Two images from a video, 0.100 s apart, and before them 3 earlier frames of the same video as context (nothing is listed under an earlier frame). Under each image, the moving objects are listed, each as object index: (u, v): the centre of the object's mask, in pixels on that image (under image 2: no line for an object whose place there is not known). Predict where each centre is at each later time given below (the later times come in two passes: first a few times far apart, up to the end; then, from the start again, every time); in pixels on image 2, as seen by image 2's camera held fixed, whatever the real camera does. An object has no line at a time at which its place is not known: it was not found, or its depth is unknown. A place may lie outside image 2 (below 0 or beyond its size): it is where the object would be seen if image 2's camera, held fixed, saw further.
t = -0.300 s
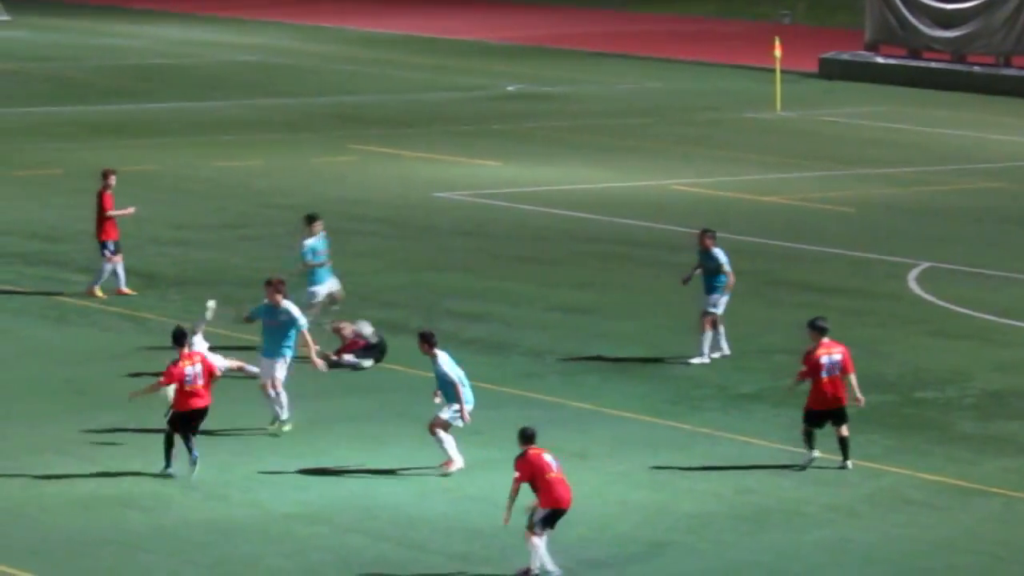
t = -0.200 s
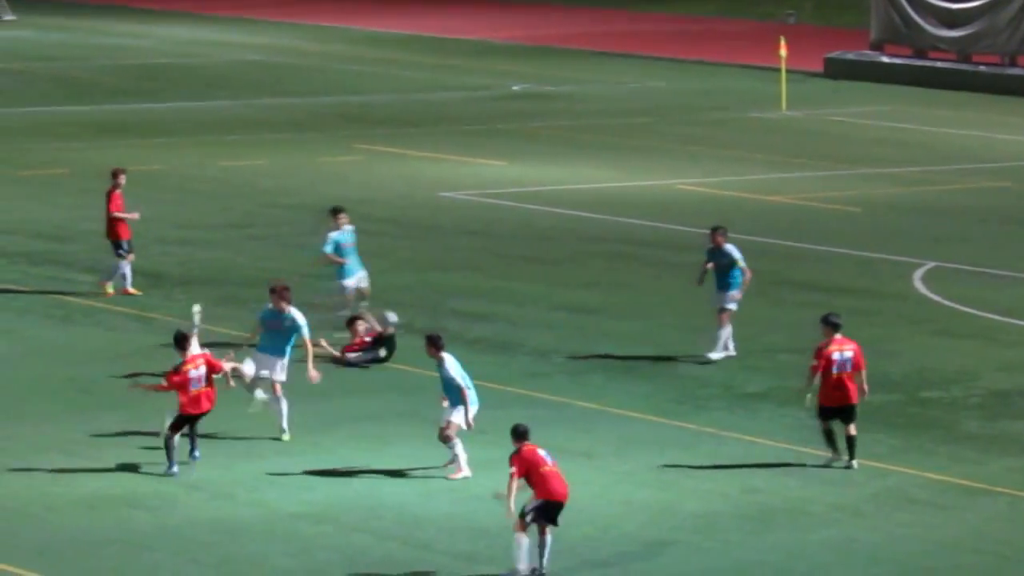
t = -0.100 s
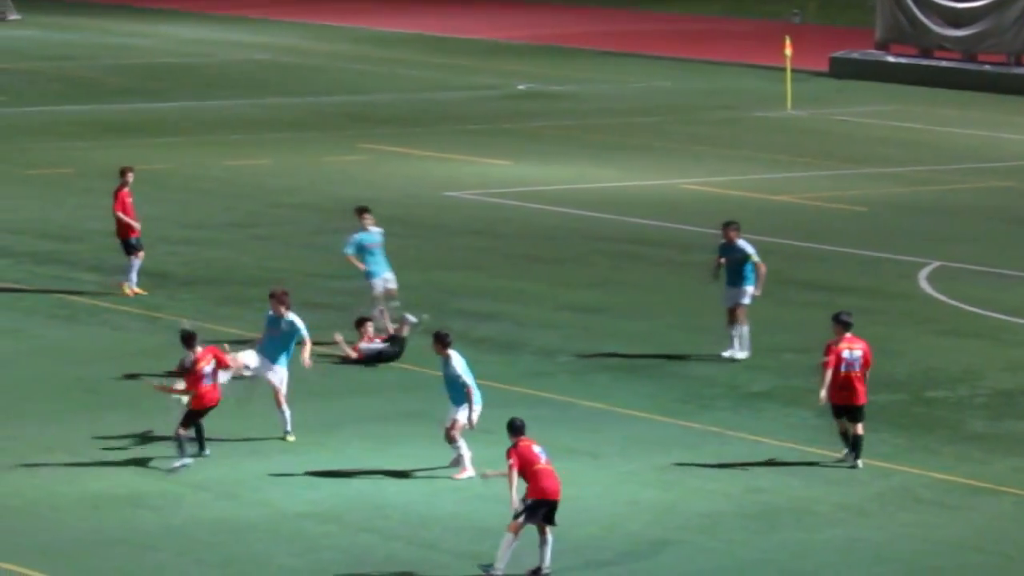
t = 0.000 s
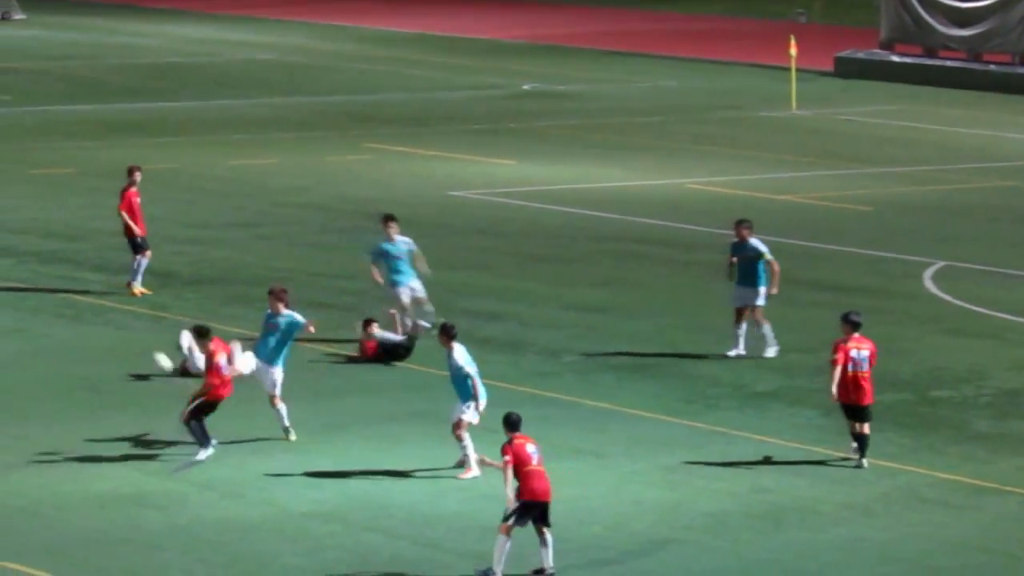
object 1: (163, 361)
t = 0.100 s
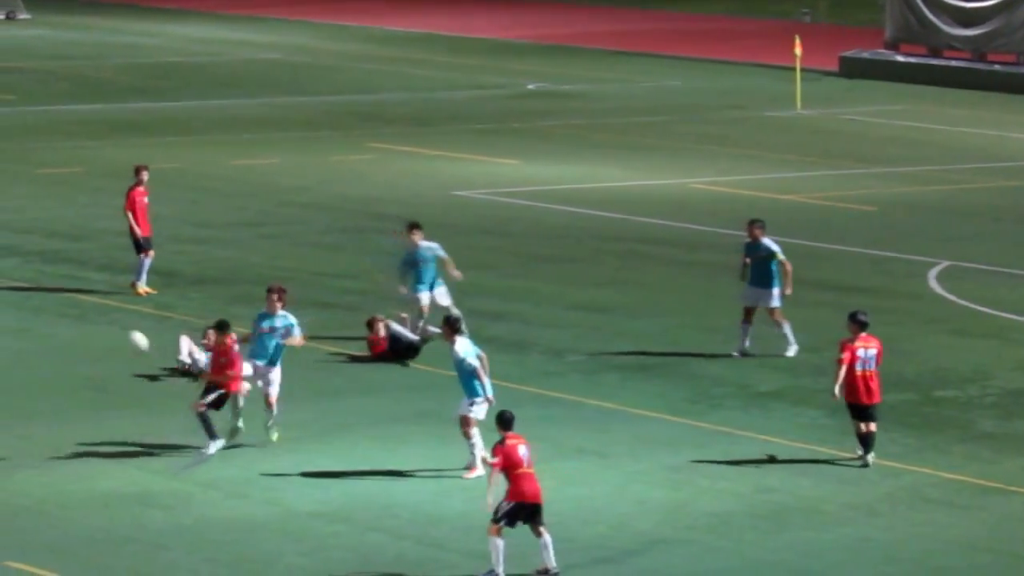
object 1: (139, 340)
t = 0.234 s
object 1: (99, 326)
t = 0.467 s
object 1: (31, 341)
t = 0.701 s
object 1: (-43, 411)
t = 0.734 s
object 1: (-53, 425)
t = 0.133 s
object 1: (129, 335)
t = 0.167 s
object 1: (120, 331)
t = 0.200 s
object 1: (110, 328)
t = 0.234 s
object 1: (99, 326)
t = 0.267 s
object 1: (90, 325)
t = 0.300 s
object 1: (81, 325)
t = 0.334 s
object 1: (70, 326)
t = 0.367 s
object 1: (61, 328)
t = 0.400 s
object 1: (51, 331)
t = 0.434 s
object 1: (41, 336)
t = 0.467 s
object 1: (31, 341)
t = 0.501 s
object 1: (21, 348)
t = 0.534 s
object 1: (10, 356)
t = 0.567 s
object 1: (0, 364)
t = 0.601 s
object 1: (-10, 374)
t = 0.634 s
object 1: (-21, 385)
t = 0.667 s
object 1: (-31, 397)
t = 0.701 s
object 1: (-43, 411)
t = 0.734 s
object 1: (-53, 425)
